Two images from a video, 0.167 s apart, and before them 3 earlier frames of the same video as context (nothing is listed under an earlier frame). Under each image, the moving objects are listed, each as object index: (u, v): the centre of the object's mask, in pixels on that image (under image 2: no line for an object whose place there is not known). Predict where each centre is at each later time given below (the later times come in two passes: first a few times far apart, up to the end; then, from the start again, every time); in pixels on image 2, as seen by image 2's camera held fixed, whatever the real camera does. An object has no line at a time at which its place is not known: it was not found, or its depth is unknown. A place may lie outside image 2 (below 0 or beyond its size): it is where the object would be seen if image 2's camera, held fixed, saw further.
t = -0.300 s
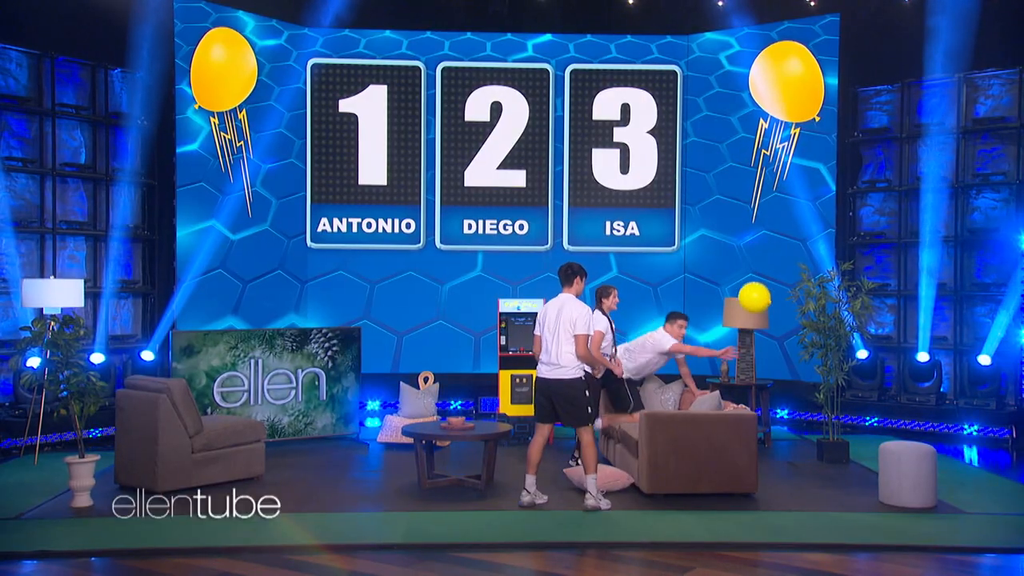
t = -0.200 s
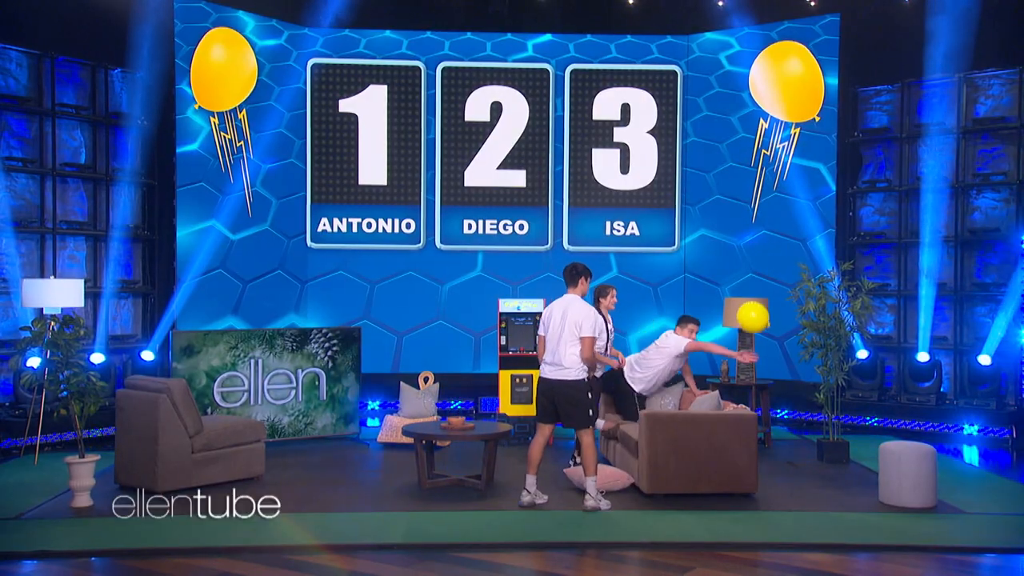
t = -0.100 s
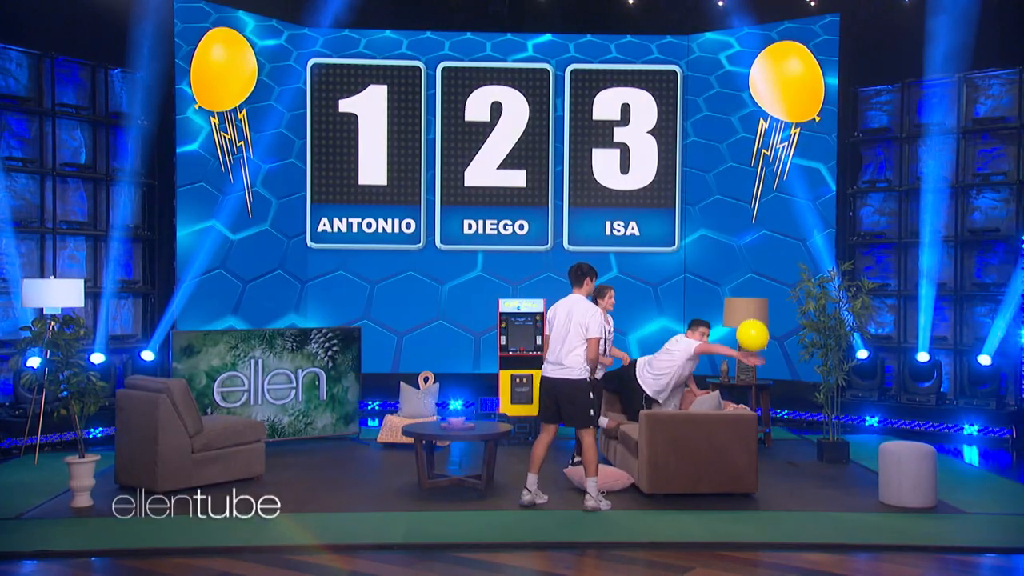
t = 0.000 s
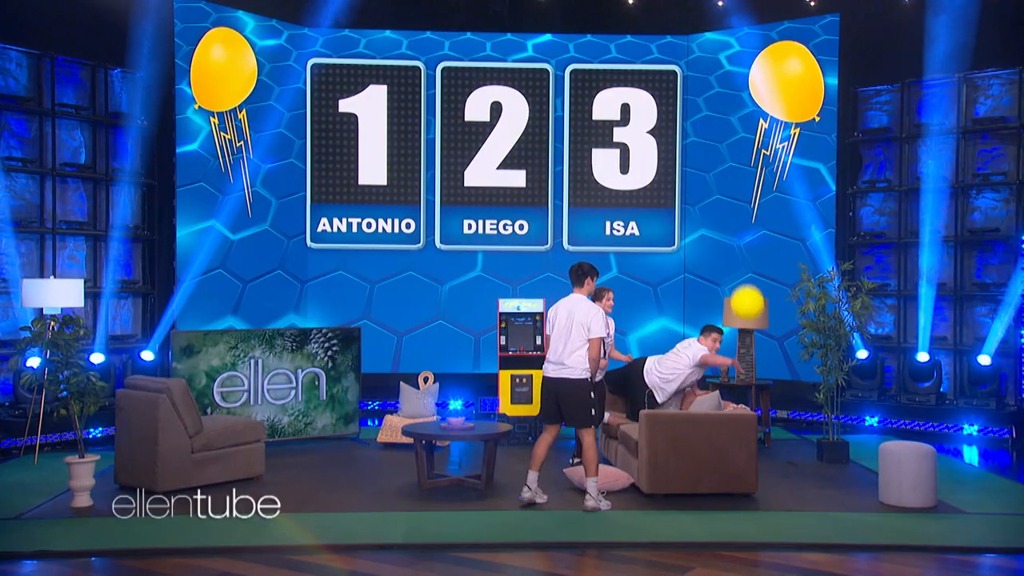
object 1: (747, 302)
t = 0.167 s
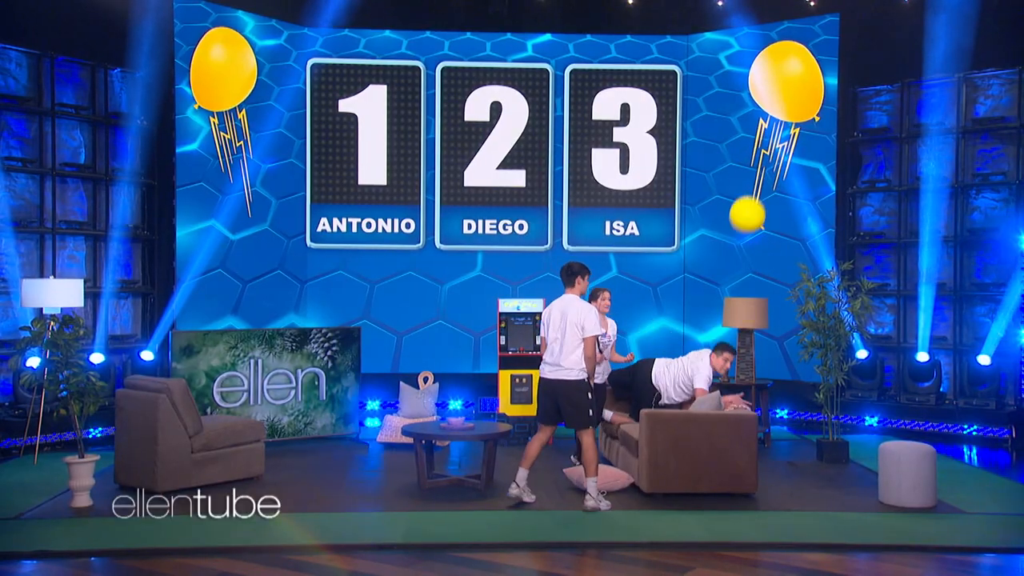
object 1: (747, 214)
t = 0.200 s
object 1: (751, 201)
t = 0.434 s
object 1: (771, 143)
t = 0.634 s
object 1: (790, 125)
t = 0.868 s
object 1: (803, 130)
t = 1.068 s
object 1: (811, 155)
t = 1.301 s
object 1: (810, 202)
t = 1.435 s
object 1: (808, 237)
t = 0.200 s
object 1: (751, 201)
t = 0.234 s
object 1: (754, 190)
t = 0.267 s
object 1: (757, 181)
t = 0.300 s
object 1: (760, 172)
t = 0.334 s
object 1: (763, 164)
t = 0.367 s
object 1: (765, 157)
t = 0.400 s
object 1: (768, 149)
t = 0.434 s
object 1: (771, 143)
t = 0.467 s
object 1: (774, 138)
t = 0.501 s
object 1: (778, 133)
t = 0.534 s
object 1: (782, 130)
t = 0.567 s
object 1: (785, 127)
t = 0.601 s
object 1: (788, 126)
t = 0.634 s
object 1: (790, 125)
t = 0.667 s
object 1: (793, 125)
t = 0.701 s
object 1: (795, 125)
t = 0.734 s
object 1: (796, 125)
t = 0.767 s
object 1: (798, 126)
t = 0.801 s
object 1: (800, 127)
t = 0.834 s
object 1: (801, 128)
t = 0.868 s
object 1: (803, 130)
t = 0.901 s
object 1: (805, 132)
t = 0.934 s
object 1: (807, 135)
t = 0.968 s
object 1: (808, 139)
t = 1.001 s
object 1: (810, 144)
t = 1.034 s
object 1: (811, 149)
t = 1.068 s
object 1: (811, 155)
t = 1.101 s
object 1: (811, 161)
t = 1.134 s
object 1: (811, 167)
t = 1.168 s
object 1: (811, 173)
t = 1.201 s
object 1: (811, 180)
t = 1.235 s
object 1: (811, 187)
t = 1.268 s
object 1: (810, 194)
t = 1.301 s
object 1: (810, 202)
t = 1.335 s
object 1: (809, 209)
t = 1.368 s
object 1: (809, 218)
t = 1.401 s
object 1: (809, 227)
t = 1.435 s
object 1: (808, 237)
